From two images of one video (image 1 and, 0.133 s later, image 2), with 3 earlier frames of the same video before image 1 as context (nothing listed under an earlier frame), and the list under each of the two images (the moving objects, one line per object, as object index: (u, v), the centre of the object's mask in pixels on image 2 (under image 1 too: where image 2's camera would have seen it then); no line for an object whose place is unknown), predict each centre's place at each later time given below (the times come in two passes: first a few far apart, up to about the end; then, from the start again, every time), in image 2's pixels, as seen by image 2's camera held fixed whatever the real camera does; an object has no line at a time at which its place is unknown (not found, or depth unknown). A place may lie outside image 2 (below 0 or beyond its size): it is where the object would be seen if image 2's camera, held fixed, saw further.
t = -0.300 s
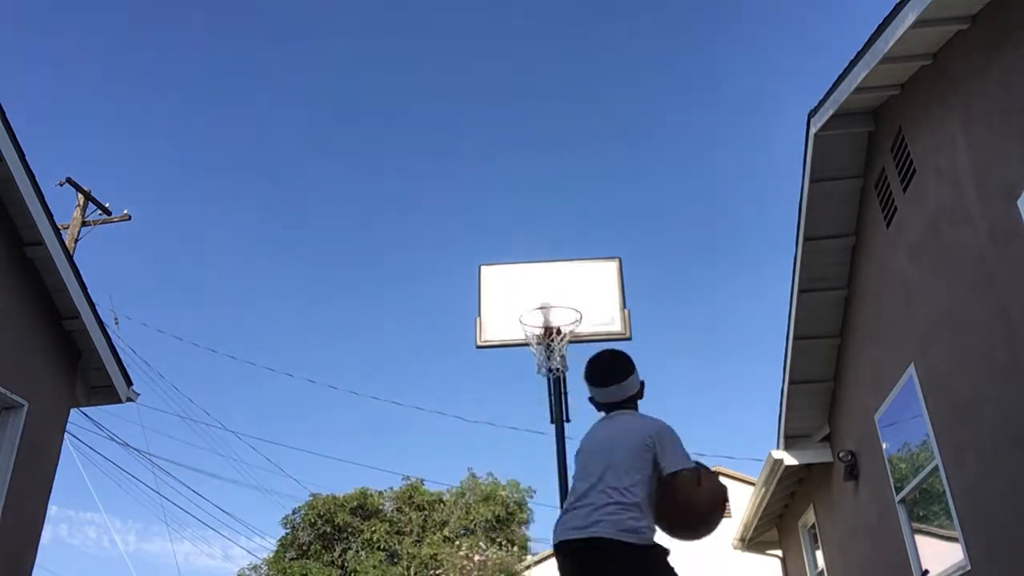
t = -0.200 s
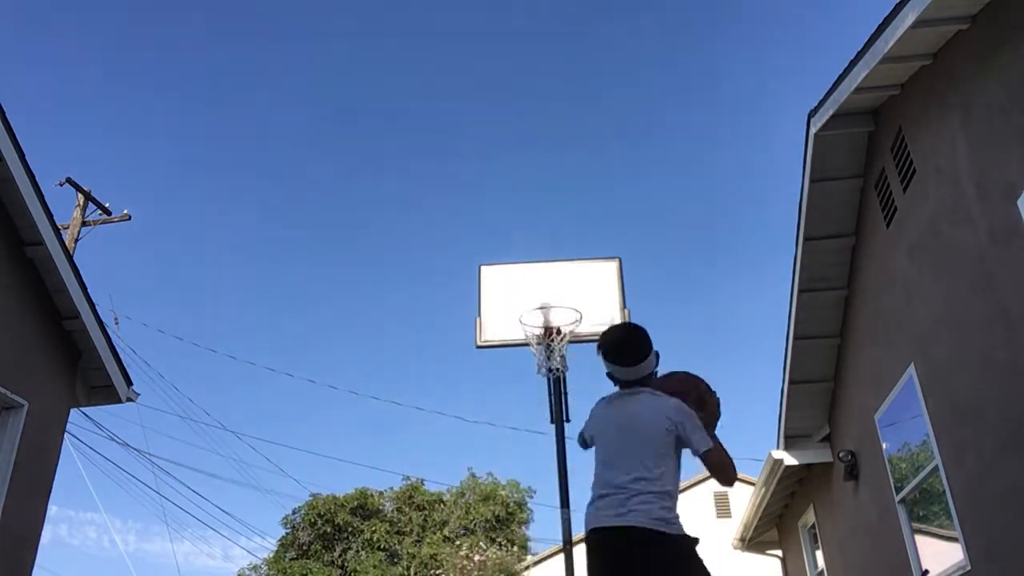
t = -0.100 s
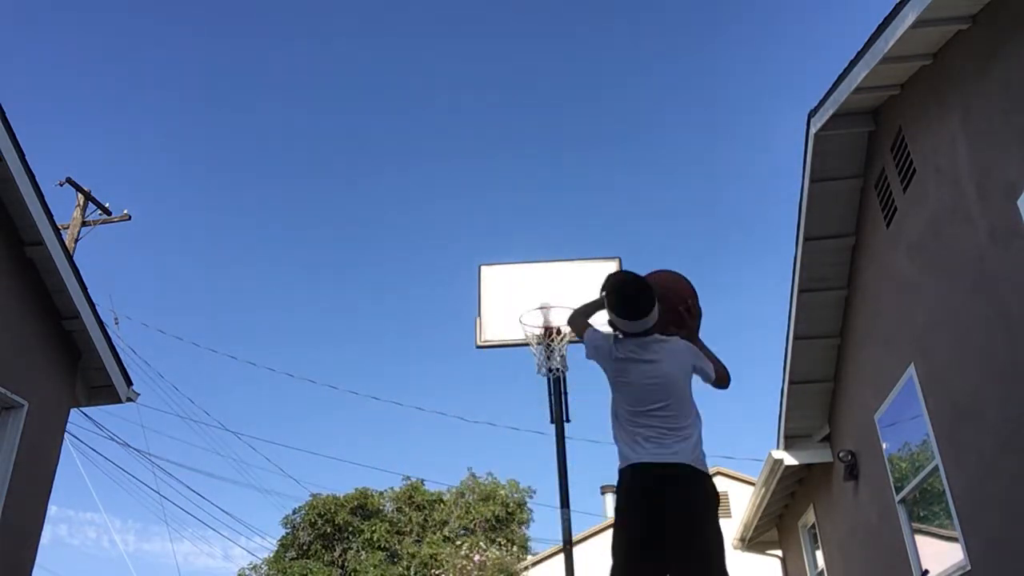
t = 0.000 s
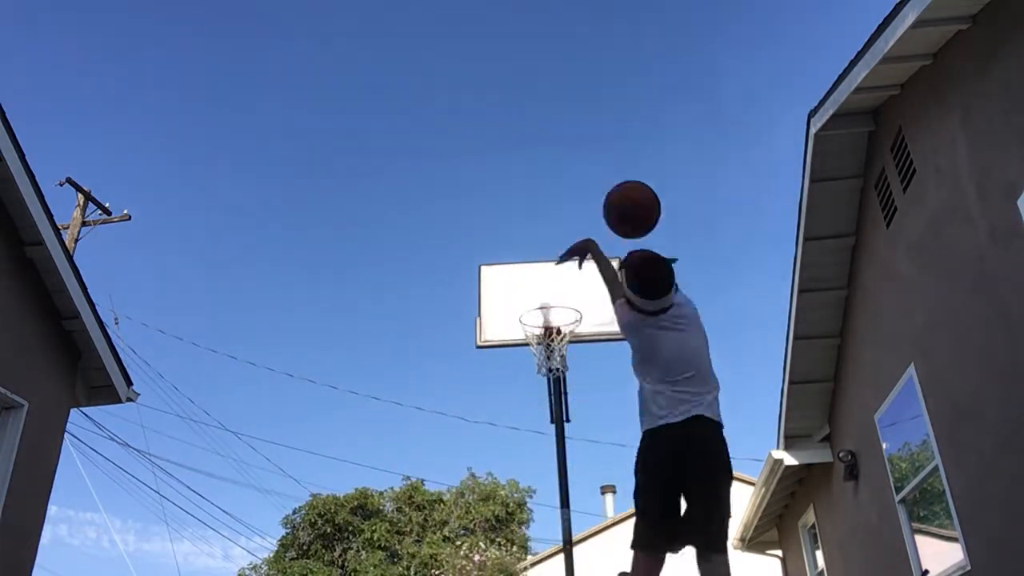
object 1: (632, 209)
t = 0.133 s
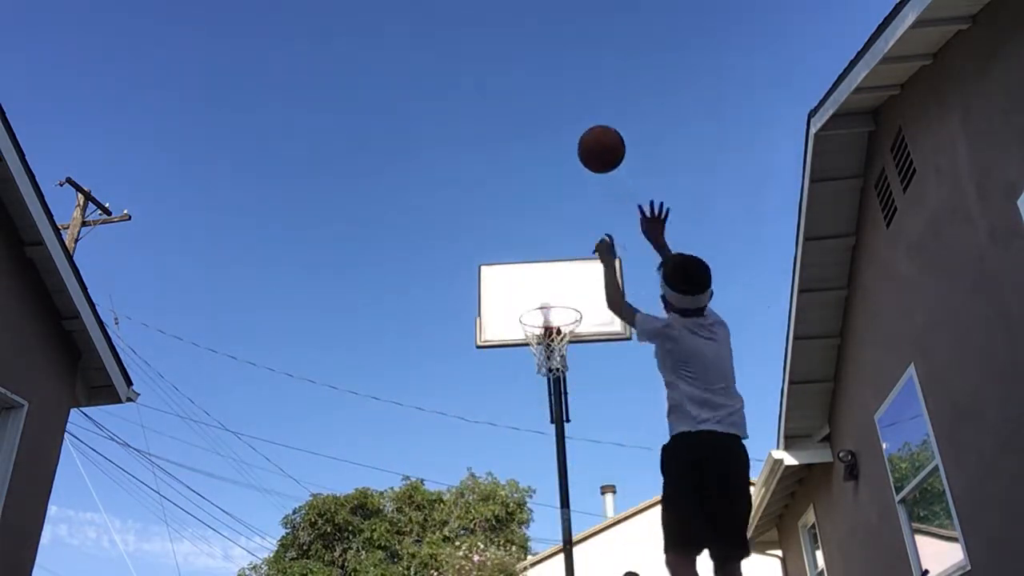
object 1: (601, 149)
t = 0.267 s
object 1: (582, 130)
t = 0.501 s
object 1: (561, 155)
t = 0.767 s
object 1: (548, 242)
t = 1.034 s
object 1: (562, 350)
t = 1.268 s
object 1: (556, 371)
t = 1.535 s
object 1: (551, 472)
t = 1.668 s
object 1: (549, 562)
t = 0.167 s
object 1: (596, 141)
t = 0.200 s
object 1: (590, 136)
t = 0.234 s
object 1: (586, 132)
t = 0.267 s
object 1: (582, 130)
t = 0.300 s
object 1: (578, 130)
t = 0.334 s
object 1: (575, 131)
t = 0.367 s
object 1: (571, 134)
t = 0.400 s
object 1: (569, 137)
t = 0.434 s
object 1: (566, 142)
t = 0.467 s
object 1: (563, 148)
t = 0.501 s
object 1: (561, 155)
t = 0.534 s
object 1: (559, 163)
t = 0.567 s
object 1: (557, 171)
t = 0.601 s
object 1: (555, 181)
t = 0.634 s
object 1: (554, 191)
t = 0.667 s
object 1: (552, 203)
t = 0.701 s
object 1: (550, 215)
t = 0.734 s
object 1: (549, 228)
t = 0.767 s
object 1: (548, 242)
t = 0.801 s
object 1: (547, 257)
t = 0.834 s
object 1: (547, 272)
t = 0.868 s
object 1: (546, 290)
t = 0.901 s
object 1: (545, 308)
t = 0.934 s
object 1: (544, 323)
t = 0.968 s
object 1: (549, 331)
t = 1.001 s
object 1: (557, 339)
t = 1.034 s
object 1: (562, 350)
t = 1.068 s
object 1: (561, 351)
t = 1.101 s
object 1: (562, 354)
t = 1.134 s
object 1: (563, 361)
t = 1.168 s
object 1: (561, 361)
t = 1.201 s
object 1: (559, 362)
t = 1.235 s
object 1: (558, 365)
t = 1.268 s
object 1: (556, 371)
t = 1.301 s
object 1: (555, 378)
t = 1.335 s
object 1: (554, 386)
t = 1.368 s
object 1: (553, 398)
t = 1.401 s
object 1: (553, 410)
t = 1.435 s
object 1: (553, 423)
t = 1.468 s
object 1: (552, 437)
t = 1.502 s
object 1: (551, 454)
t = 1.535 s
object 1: (551, 472)
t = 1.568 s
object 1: (549, 492)
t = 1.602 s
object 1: (549, 515)
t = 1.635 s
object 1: (548, 539)
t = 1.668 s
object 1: (549, 562)
